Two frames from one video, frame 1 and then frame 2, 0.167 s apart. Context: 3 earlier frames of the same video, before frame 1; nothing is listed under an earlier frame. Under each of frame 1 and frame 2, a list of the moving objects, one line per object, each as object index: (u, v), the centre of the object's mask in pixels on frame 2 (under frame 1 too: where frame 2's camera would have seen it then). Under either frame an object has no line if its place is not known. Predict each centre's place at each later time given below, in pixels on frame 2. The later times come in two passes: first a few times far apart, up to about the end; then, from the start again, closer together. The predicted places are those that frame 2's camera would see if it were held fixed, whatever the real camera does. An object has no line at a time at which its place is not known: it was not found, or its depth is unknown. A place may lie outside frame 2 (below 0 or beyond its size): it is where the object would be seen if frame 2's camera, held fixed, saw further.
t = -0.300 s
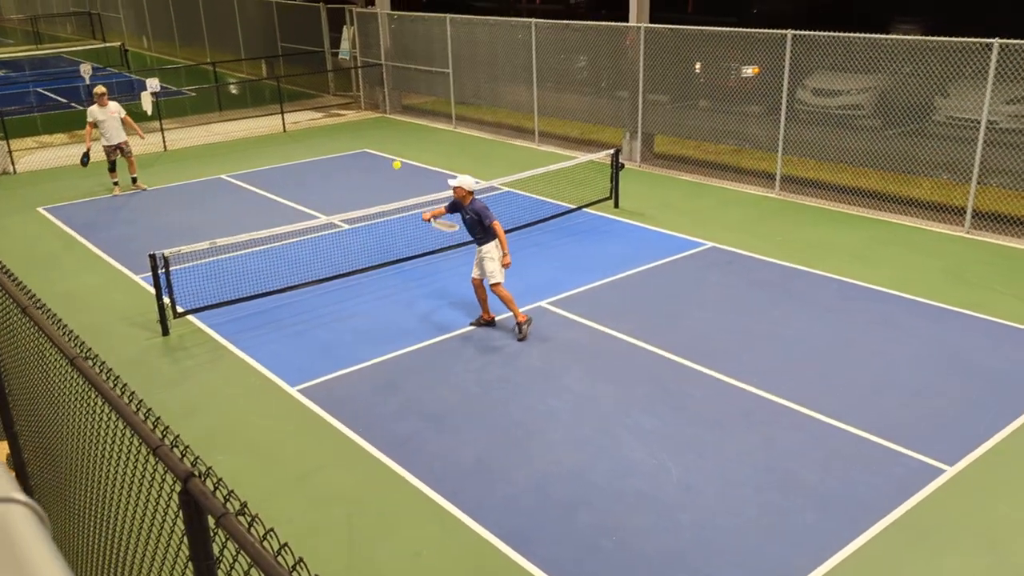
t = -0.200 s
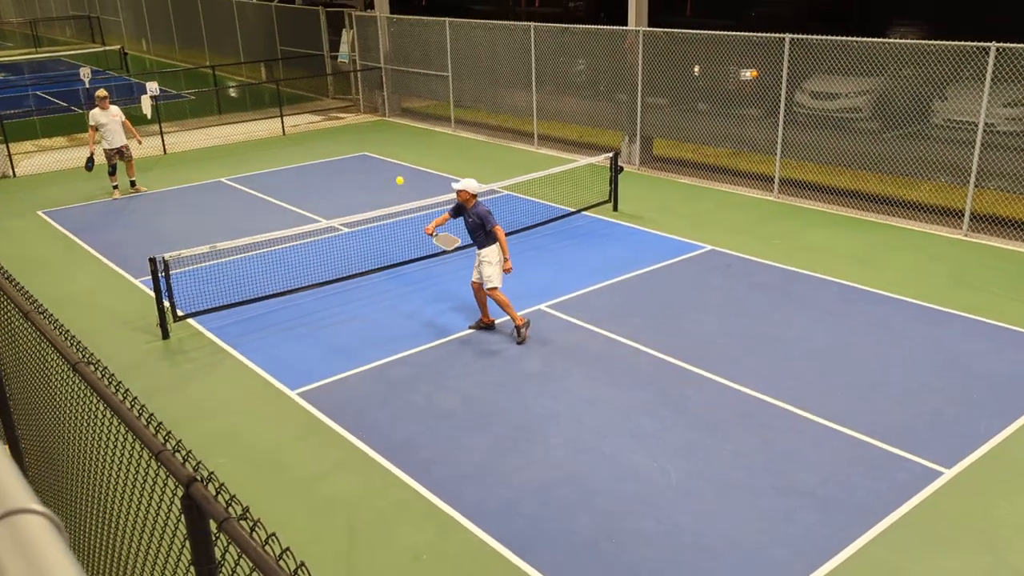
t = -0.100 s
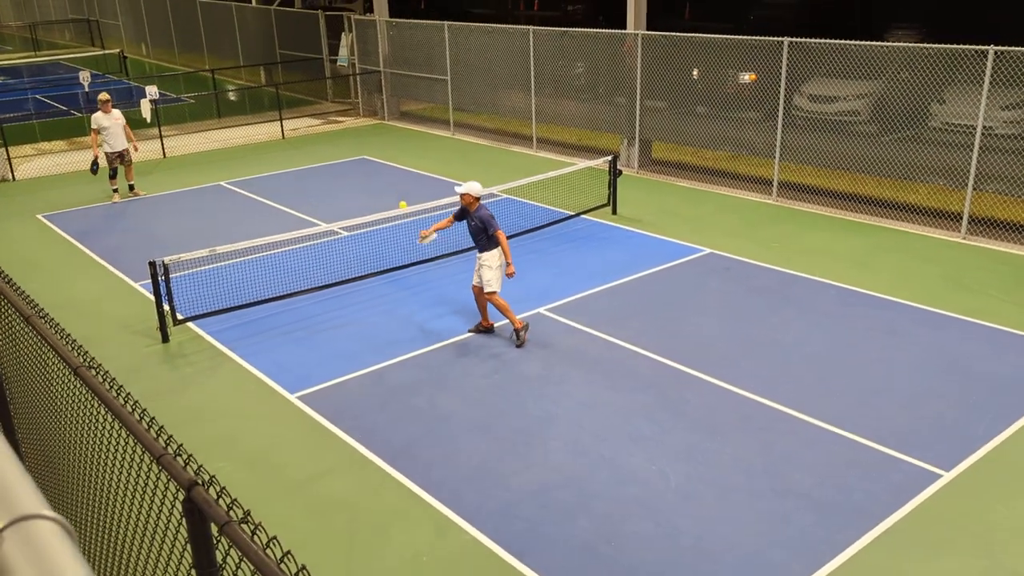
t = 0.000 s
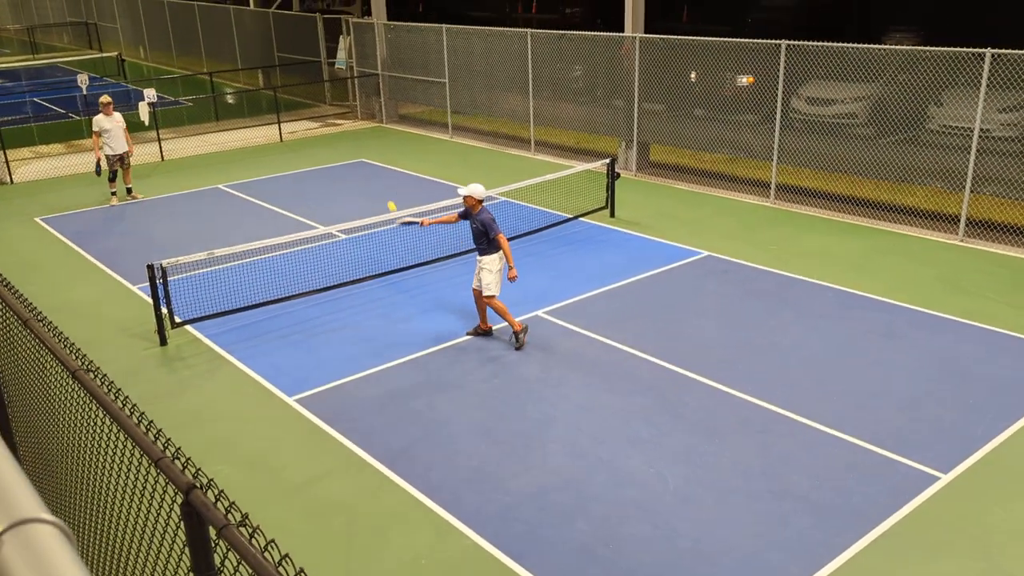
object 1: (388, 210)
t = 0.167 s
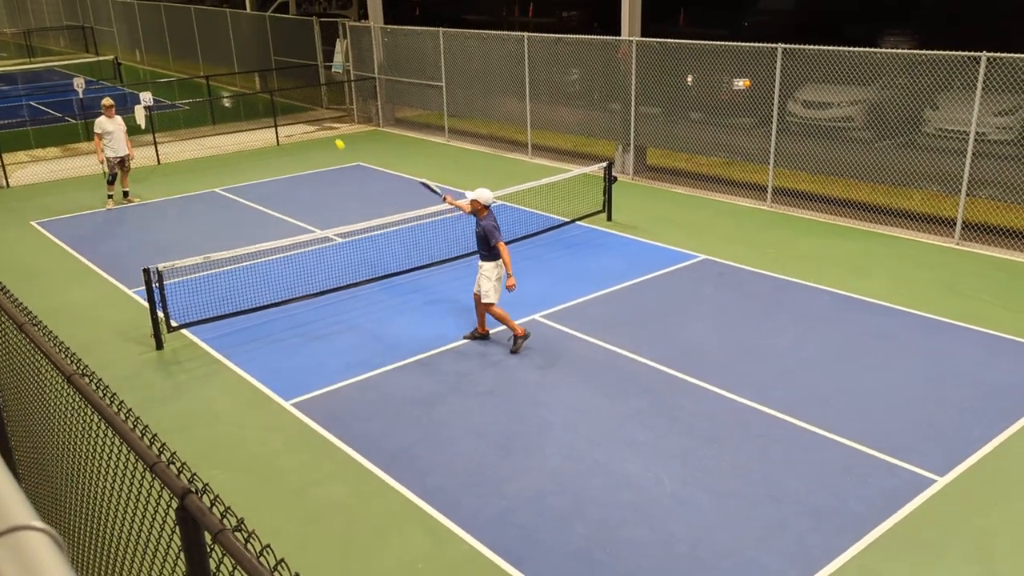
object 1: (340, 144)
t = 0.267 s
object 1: (314, 119)
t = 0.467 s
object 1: (275, 101)
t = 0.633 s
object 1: (251, 111)
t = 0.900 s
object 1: (225, 162)
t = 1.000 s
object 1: (219, 189)
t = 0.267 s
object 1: (314, 119)
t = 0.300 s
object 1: (307, 114)
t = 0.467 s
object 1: (275, 101)
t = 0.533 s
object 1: (264, 103)
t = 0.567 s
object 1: (259, 105)
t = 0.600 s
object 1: (255, 107)
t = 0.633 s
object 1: (251, 111)
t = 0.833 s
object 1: (231, 146)
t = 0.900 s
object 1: (225, 162)
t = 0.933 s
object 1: (224, 170)
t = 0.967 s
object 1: (221, 180)
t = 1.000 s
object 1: (219, 189)
